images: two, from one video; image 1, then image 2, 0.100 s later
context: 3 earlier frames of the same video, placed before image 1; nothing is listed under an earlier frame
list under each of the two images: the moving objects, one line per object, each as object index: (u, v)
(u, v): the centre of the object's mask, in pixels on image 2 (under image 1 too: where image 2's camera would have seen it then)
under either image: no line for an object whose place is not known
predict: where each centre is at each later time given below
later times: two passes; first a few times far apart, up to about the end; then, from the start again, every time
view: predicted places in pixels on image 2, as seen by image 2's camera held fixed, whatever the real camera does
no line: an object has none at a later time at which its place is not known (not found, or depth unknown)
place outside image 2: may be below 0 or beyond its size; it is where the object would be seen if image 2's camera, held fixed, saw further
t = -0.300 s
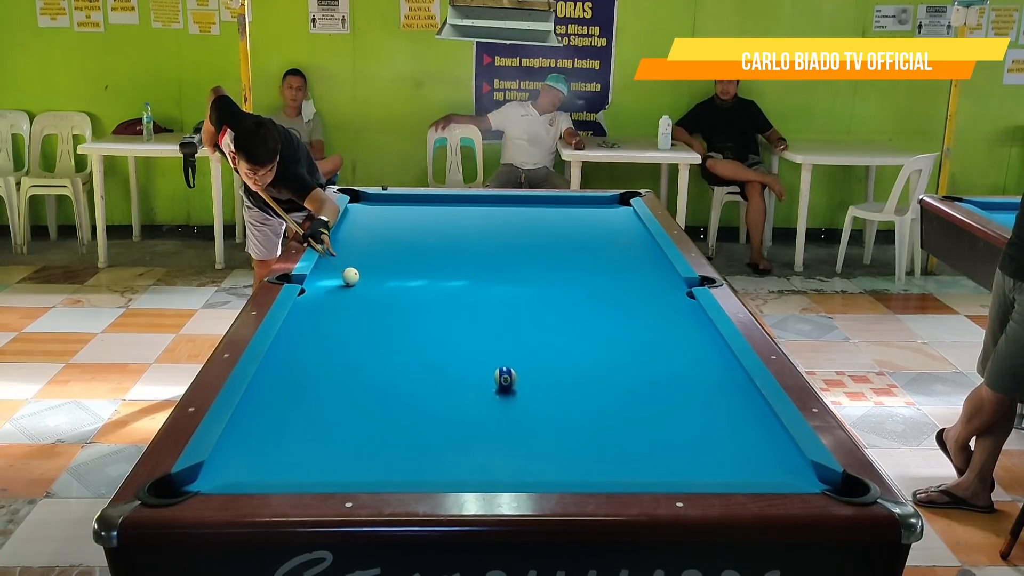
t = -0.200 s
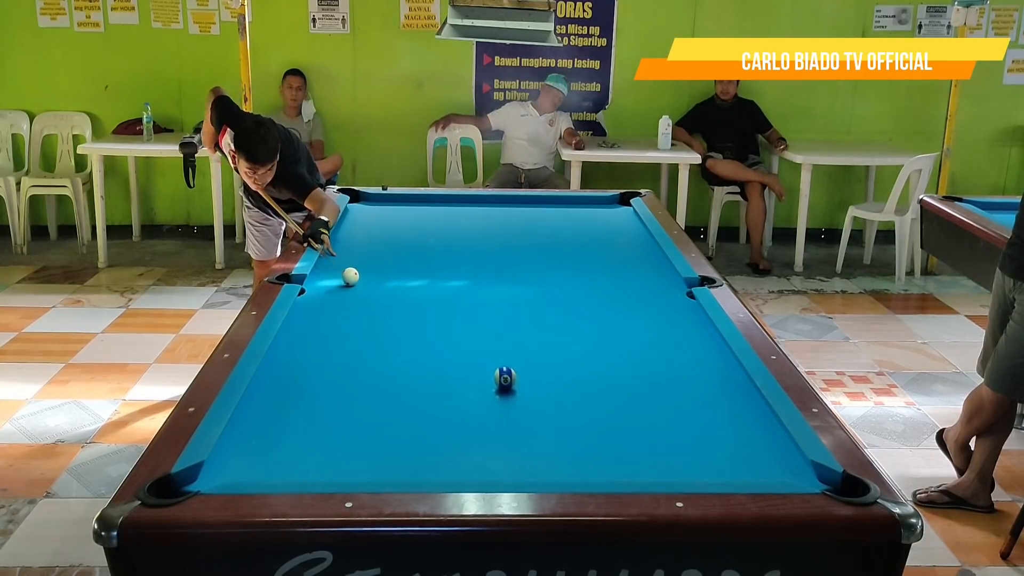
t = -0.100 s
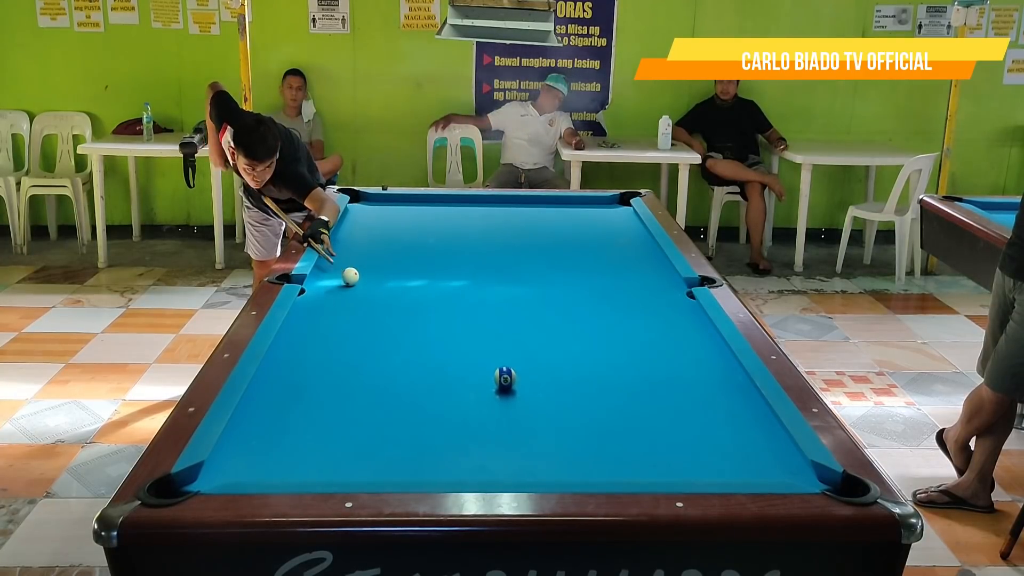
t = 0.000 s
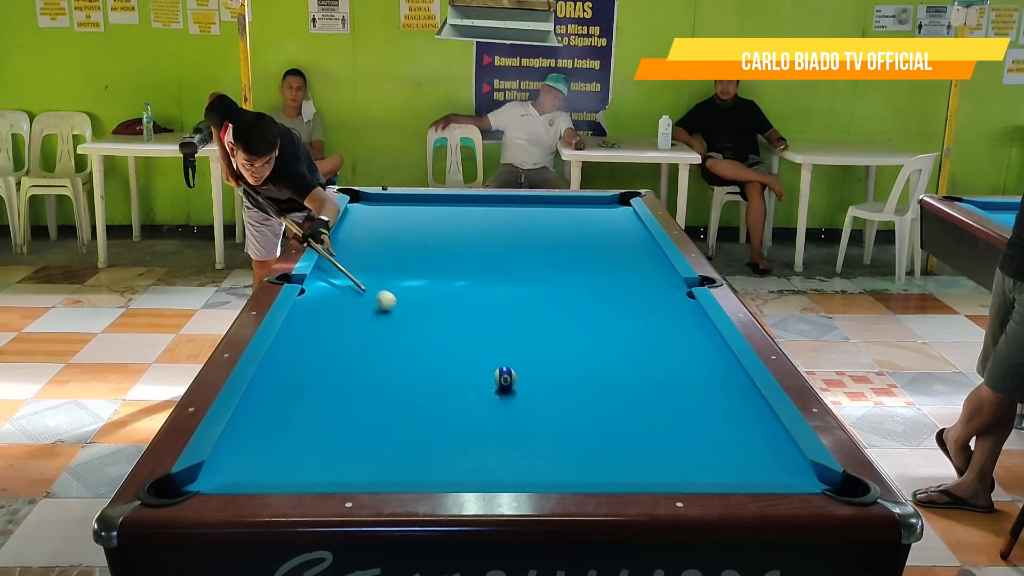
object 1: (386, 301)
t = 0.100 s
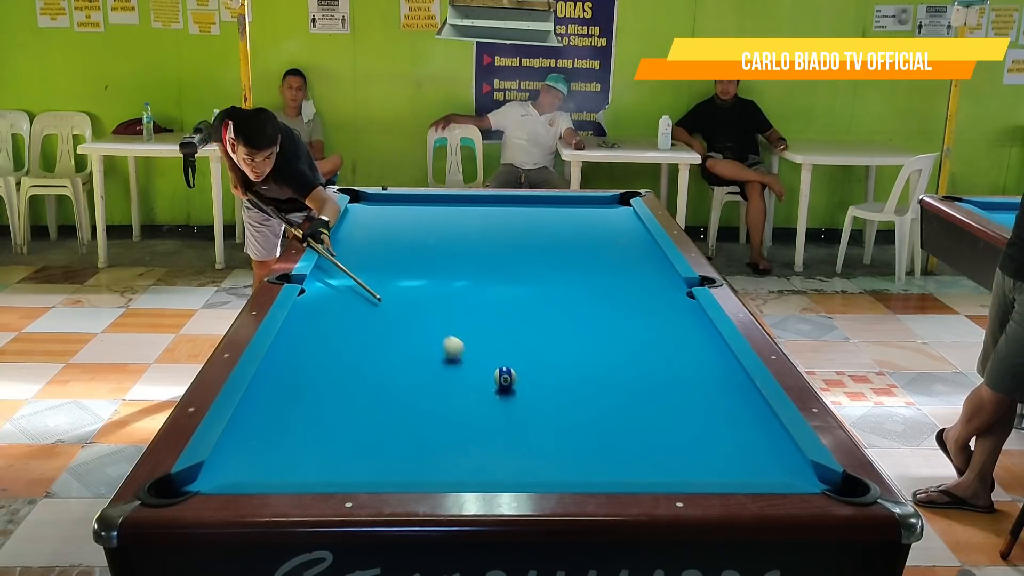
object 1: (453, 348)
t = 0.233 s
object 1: (460, 388)
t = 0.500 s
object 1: (387, 431)
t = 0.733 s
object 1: (312, 470)
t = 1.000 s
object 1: (243, 451)
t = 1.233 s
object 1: (262, 429)
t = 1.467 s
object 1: (302, 408)
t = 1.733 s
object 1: (342, 387)
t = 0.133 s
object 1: (479, 366)
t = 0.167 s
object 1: (480, 376)
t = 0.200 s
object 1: (470, 383)
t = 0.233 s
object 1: (460, 388)
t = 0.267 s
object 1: (452, 394)
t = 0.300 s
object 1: (443, 399)
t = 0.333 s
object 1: (434, 404)
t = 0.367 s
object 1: (425, 409)
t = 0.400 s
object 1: (416, 414)
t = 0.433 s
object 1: (407, 420)
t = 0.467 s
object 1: (397, 426)
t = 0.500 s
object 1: (387, 431)
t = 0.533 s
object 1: (377, 437)
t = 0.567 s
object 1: (367, 443)
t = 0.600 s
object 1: (356, 449)
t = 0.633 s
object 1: (345, 455)
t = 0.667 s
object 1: (334, 461)
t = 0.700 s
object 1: (323, 466)
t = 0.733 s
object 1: (312, 470)
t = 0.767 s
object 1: (301, 471)
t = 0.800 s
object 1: (292, 469)
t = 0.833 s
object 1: (284, 467)
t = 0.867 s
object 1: (275, 465)
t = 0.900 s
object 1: (267, 461)
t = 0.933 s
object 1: (259, 458)
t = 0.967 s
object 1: (251, 455)
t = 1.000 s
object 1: (243, 451)
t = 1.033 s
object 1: (235, 448)
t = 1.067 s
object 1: (229, 445)
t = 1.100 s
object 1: (236, 442)
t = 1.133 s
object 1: (243, 438)
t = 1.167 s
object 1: (249, 435)
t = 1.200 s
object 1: (255, 432)
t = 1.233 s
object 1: (262, 429)
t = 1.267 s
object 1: (268, 425)
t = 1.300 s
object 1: (274, 423)
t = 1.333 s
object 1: (280, 419)
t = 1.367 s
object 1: (285, 417)
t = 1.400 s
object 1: (291, 414)
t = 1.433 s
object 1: (296, 411)
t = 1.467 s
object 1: (302, 408)
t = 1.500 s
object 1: (307, 405)
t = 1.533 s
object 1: (313, 403)
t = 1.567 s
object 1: (318, 400)
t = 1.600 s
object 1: (323, 397)
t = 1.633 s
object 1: (328, 395)
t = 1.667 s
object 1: (332, 392)
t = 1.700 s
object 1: (337, 390)
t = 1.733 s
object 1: (342, 387)
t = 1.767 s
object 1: (347, 385)
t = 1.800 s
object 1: (351, 383)
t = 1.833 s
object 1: (356, 381)
